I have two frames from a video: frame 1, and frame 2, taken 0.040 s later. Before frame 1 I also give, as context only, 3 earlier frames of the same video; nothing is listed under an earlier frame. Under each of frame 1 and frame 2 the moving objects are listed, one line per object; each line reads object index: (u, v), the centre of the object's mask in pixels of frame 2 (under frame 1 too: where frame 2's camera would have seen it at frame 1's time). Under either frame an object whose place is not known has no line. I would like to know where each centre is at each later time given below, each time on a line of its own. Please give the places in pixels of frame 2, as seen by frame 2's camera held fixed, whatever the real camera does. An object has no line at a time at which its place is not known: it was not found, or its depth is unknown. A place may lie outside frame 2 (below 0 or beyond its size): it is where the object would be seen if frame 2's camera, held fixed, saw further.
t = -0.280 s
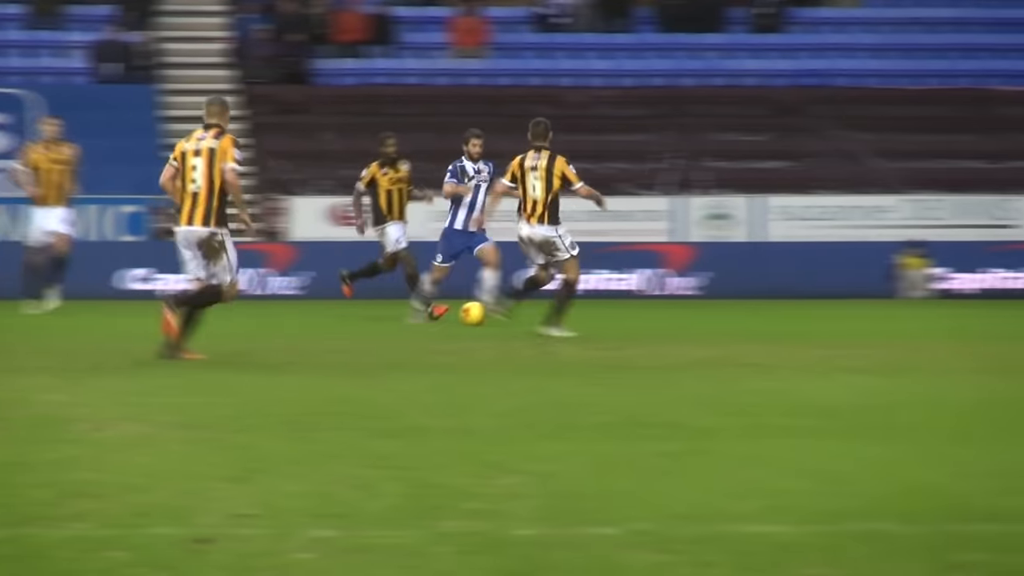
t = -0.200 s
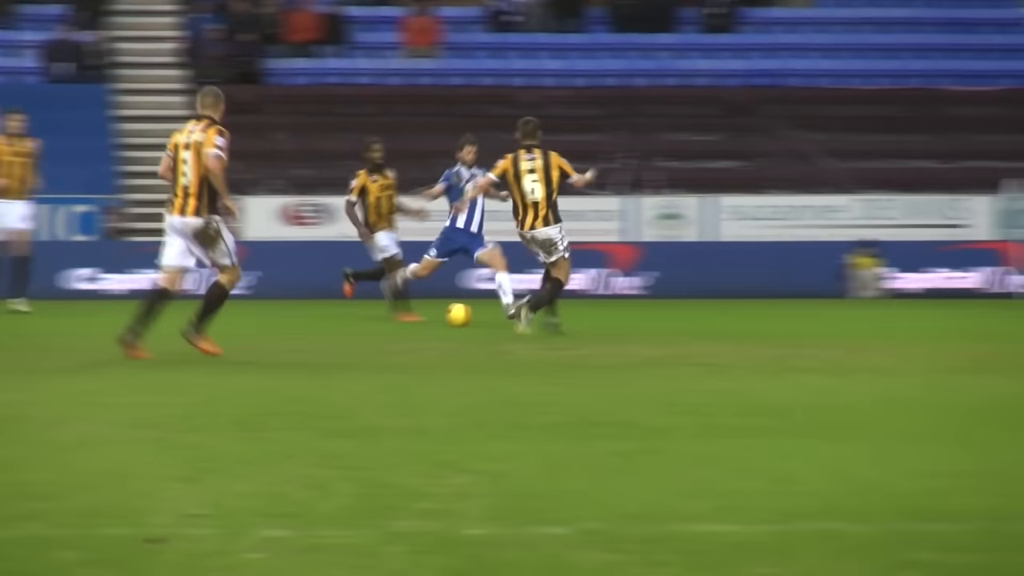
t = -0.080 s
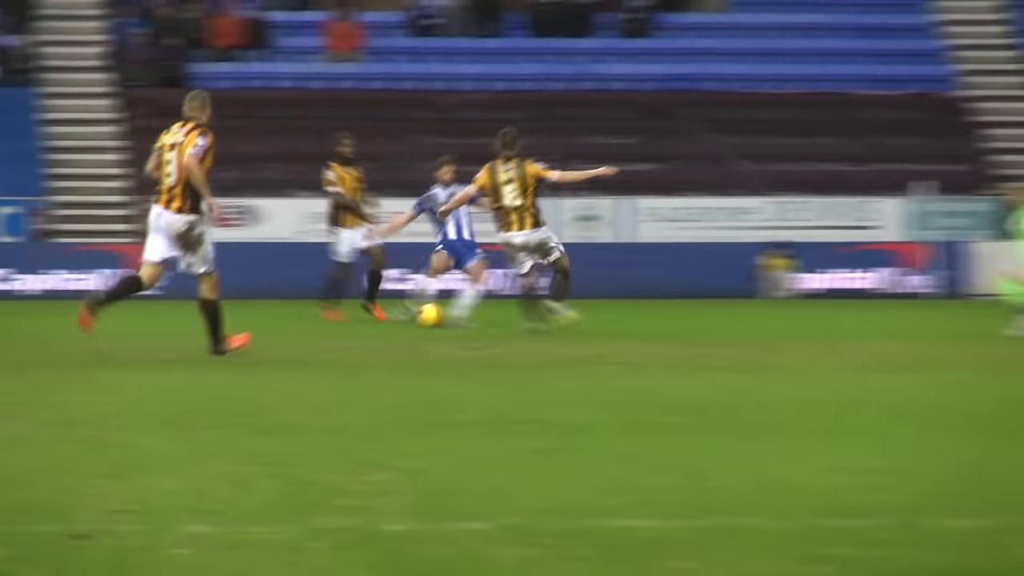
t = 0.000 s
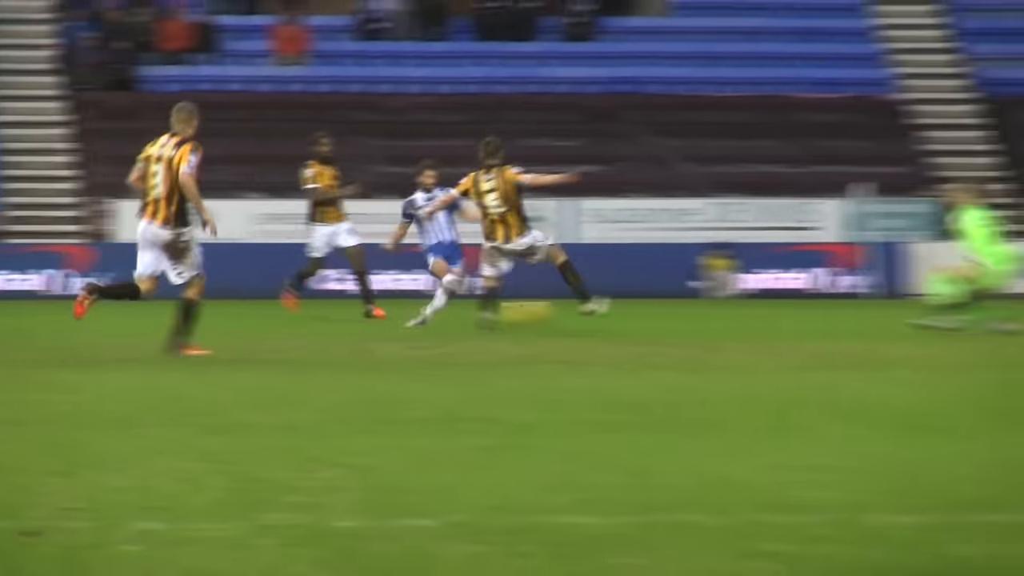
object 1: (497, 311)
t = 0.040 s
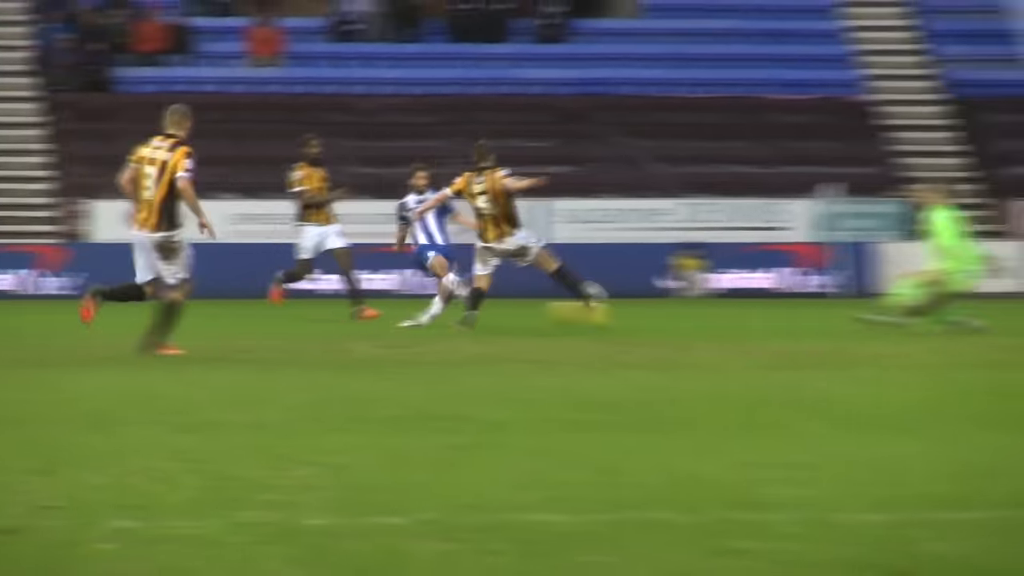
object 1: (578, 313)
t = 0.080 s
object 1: (661, 318)
